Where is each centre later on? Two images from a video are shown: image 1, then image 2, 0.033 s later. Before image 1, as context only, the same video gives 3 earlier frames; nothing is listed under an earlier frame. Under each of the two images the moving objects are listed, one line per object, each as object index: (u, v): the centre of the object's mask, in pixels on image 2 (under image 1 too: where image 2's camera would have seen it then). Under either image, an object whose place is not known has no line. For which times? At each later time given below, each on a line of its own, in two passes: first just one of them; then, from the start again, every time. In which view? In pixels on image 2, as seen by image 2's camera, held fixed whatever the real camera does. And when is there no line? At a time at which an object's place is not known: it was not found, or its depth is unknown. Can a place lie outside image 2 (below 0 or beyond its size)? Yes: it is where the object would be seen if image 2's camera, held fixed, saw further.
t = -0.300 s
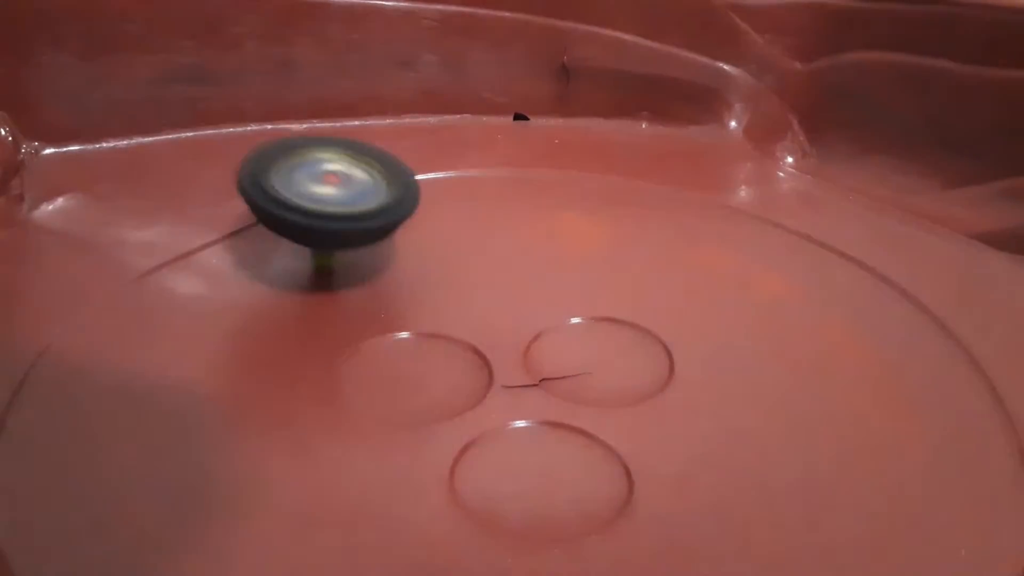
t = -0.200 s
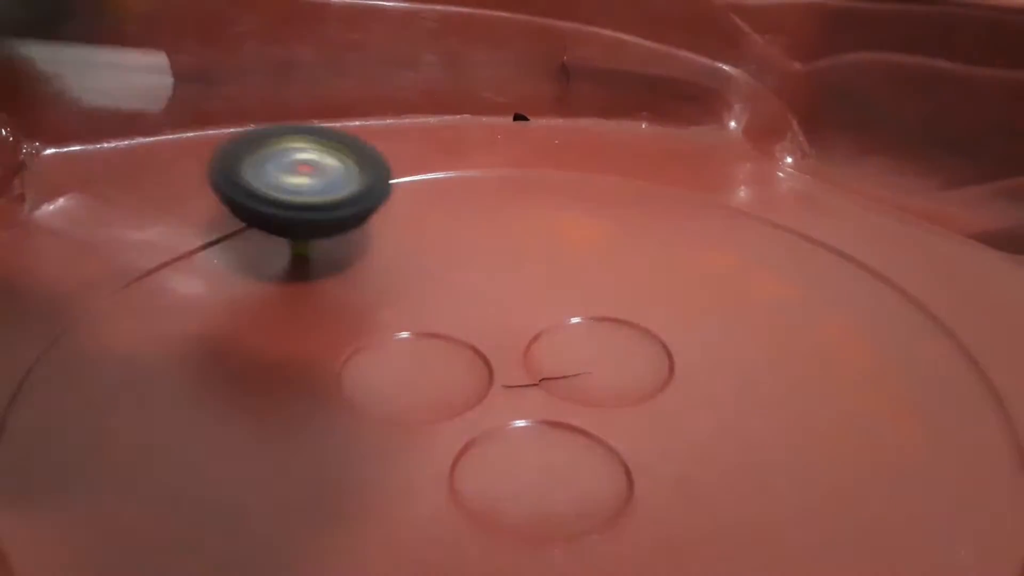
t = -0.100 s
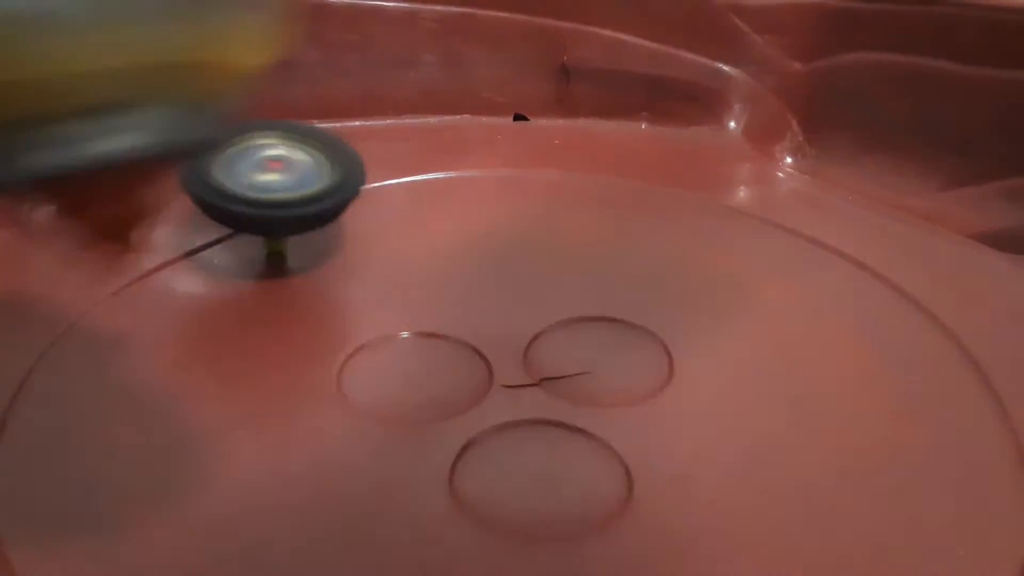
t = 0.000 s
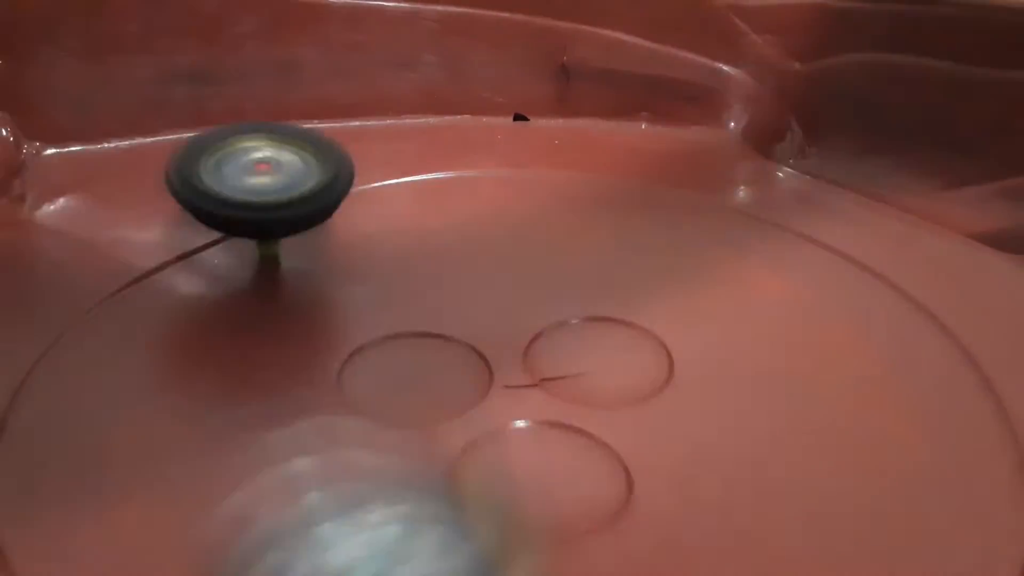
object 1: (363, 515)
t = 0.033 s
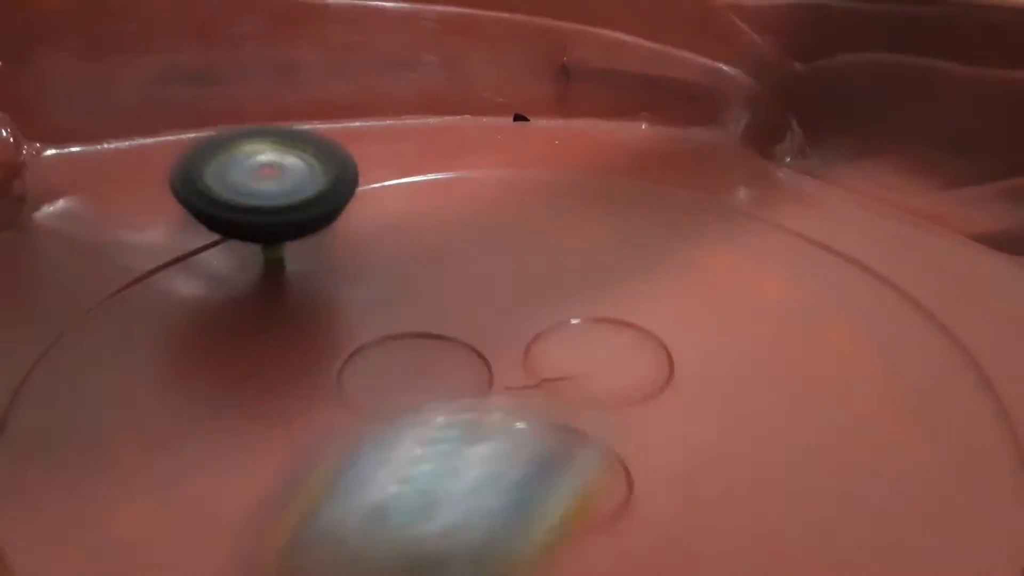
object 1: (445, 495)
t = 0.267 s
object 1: (711, 362)
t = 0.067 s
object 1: (510, 435)
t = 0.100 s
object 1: (573, 398)
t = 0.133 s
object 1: (623, 411)
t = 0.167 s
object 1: (654, 449)
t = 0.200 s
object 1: (682, 399)
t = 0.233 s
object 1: (703, 362)
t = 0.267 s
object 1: (711, 362)
